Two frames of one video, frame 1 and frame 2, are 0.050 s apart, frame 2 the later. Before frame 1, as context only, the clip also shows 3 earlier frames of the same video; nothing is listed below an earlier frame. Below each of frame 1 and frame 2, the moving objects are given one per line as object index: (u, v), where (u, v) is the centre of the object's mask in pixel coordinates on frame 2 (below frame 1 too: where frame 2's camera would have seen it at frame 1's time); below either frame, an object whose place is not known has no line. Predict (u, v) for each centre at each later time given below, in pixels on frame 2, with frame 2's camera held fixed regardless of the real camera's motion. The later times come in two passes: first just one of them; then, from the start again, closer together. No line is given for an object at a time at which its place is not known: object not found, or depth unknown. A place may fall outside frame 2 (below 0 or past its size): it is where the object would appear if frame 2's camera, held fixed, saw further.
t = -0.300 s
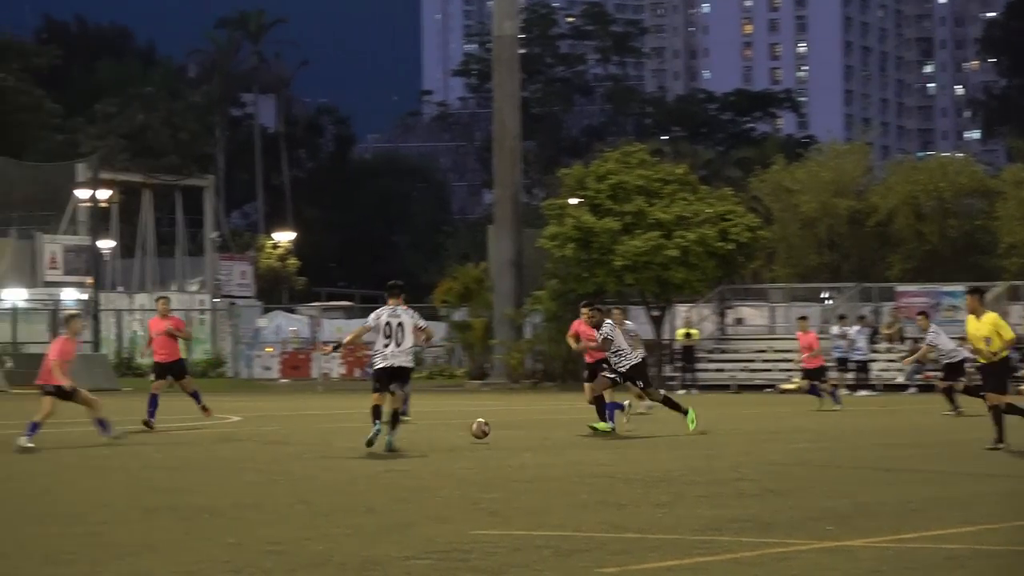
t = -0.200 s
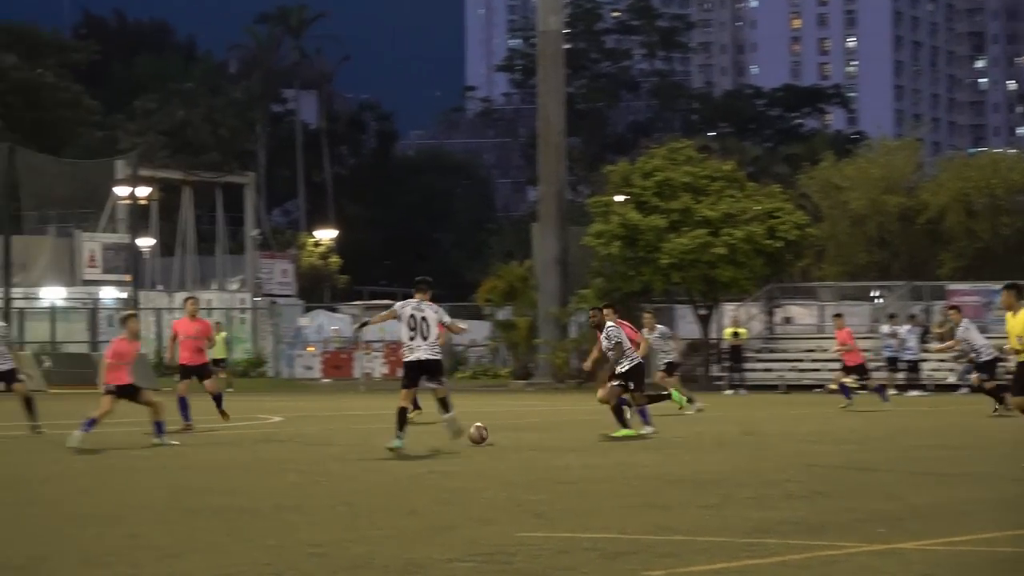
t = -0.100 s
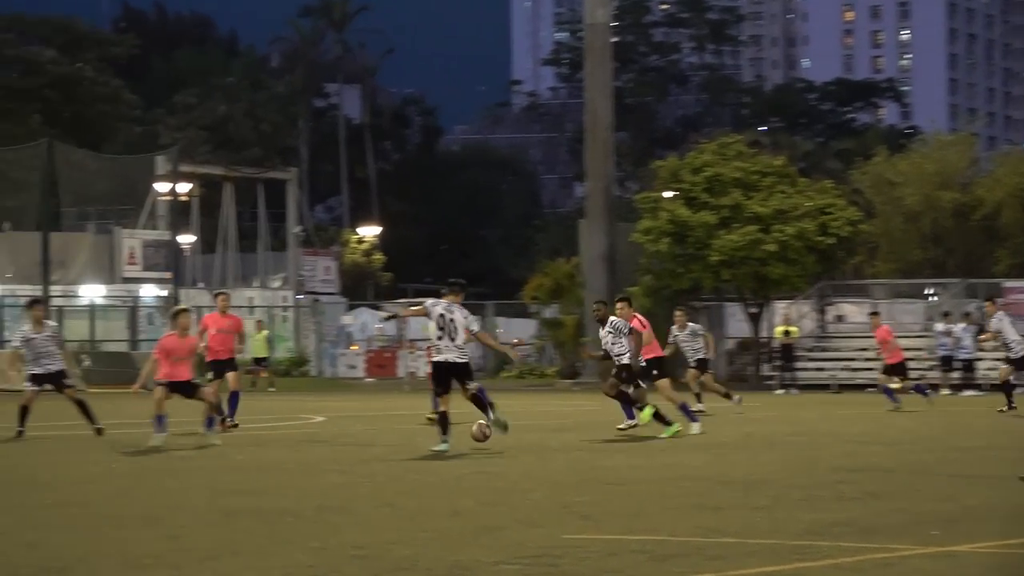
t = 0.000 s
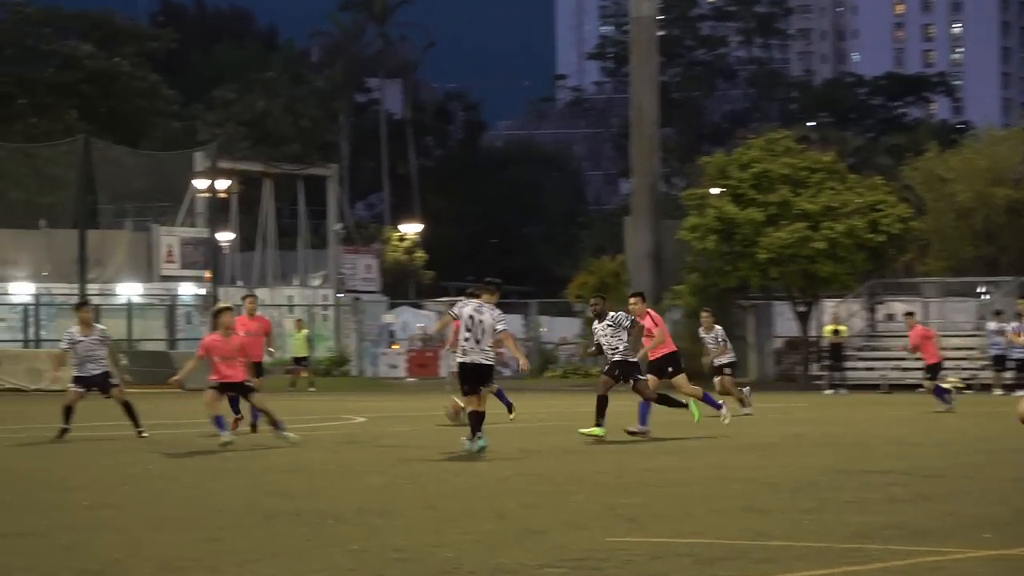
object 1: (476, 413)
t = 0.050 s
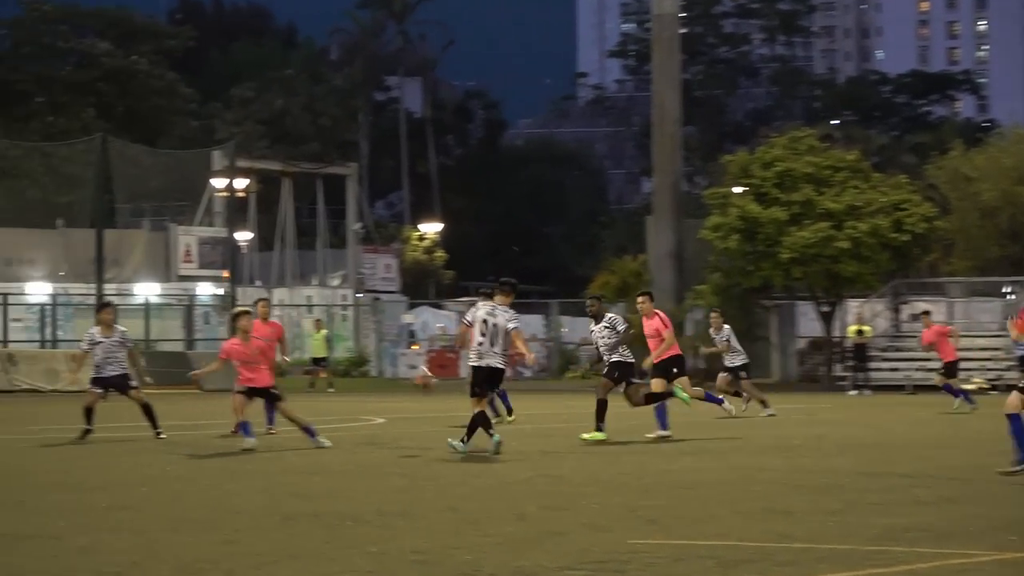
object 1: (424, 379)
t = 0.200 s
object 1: (270, 306)
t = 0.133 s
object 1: (337, 334)
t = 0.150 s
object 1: (321, 326)
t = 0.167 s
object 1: (302, 319)
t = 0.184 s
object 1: (284, 311)
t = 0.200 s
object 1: (270, 306)
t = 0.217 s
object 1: (252, 298)
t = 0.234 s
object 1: (234, 292)
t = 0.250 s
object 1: (218, 285)
